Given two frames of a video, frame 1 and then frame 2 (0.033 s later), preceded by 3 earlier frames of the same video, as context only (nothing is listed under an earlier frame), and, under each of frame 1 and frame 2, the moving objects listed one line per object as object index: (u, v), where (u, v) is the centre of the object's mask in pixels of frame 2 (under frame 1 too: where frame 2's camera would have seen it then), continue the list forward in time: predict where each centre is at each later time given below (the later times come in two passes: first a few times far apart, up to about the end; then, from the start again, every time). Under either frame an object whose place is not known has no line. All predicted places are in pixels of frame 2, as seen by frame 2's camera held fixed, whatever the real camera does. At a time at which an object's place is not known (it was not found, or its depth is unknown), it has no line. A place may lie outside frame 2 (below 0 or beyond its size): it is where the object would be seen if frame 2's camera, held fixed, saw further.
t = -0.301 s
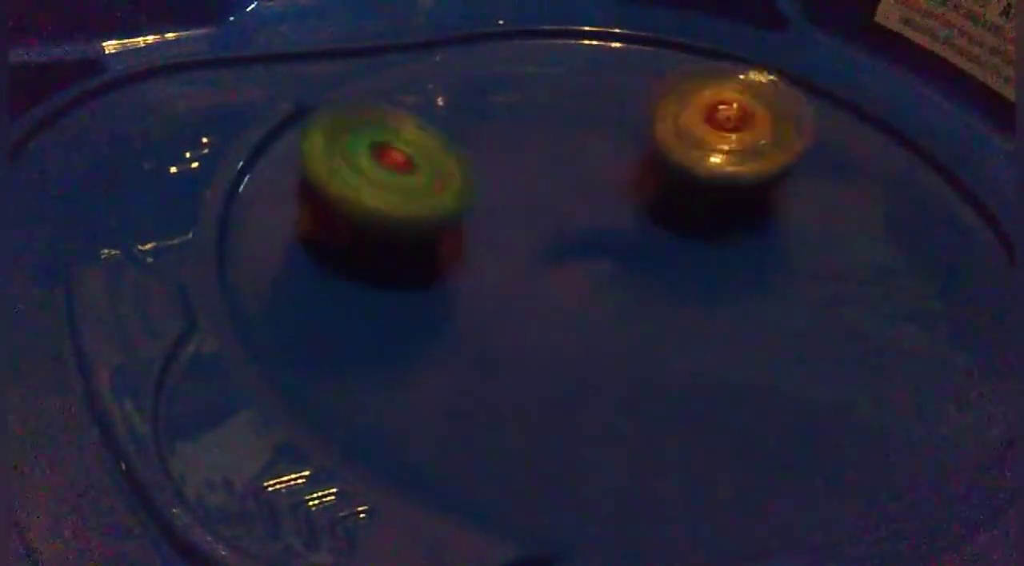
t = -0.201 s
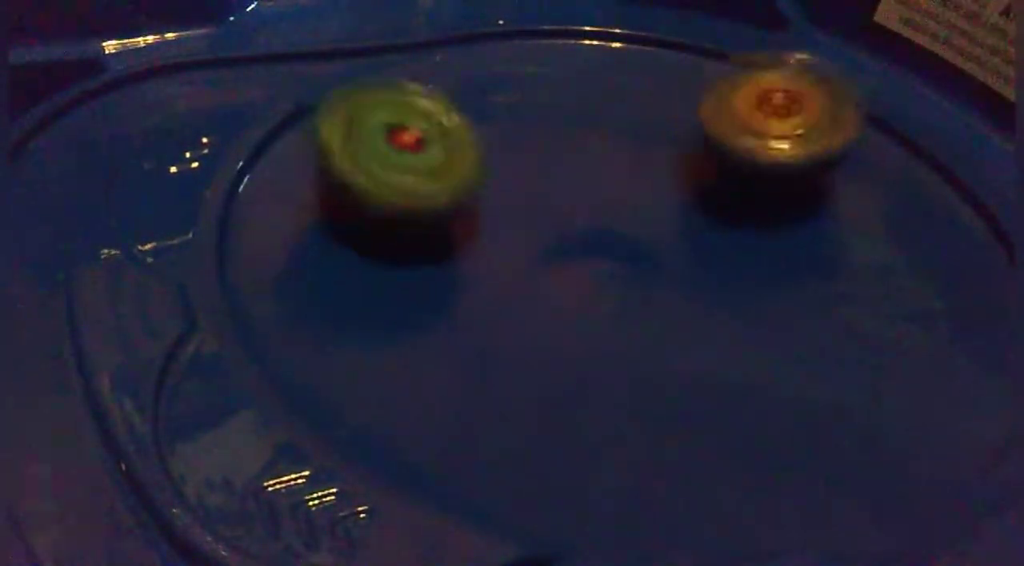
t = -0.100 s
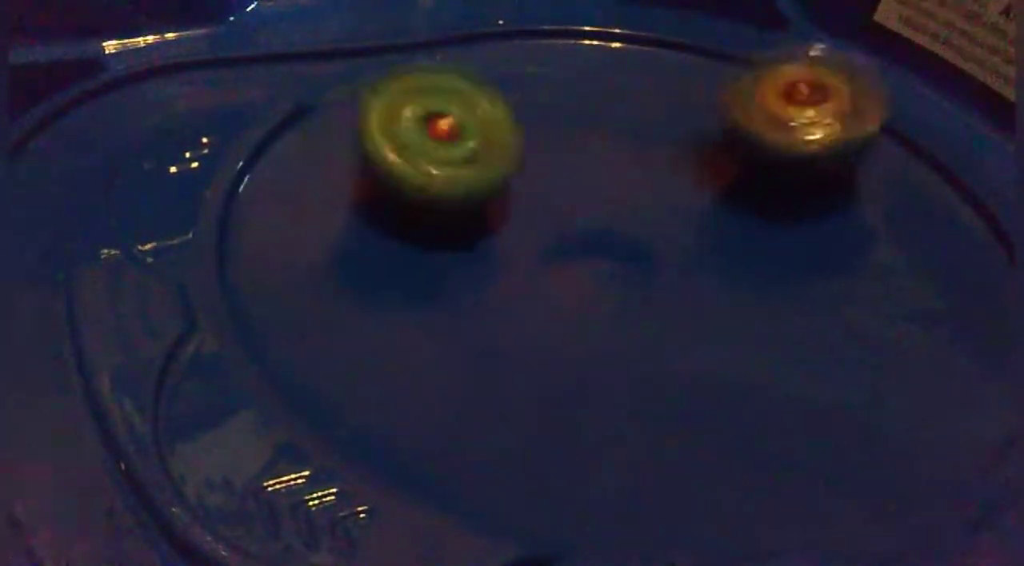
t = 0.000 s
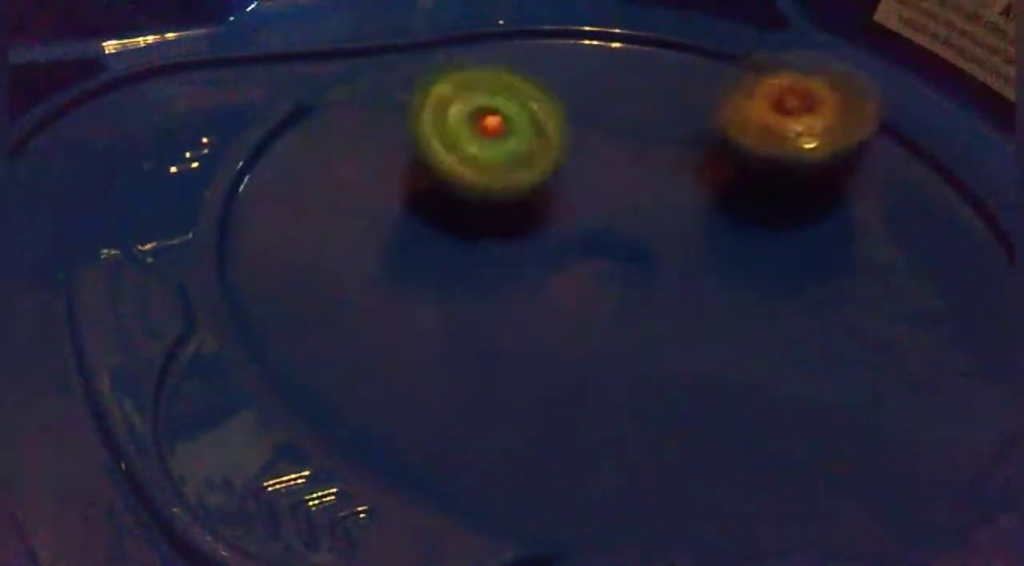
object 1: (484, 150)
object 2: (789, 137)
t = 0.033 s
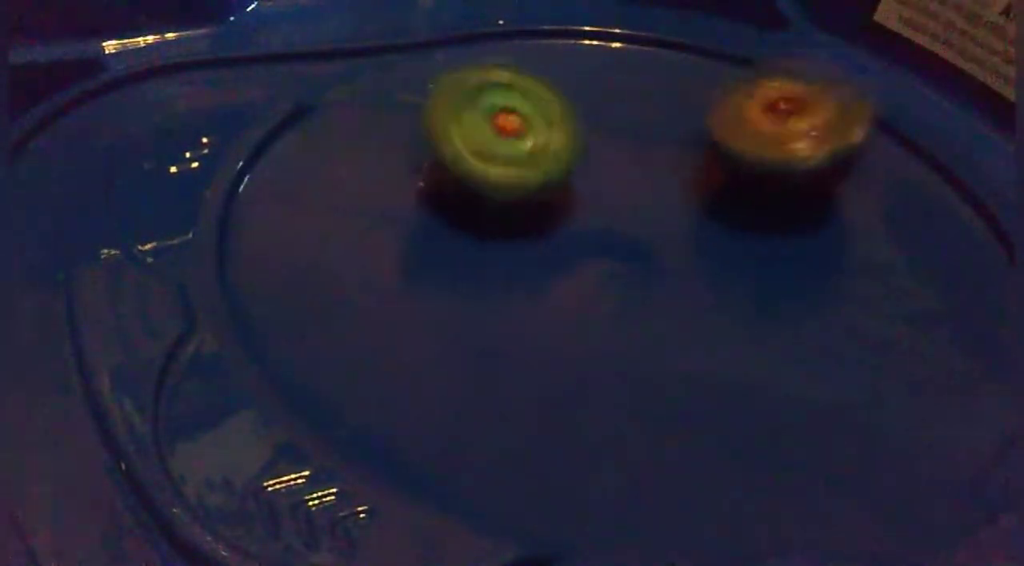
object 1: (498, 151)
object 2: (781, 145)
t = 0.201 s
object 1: (554, 155)
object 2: (756, 217)
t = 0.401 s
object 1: (593, 186)
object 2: (795, 322)
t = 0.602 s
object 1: (675, 216)
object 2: (697, 378)
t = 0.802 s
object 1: (735, 268)
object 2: (537, 356)
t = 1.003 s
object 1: (743, 276)
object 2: (442, 273)
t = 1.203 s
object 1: (671, 273)
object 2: (462, 183)
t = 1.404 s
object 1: (586, 276)
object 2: (551, 126)
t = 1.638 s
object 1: (515, 279)
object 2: (687, 149)
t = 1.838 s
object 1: (532, 267)
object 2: (768, 212)
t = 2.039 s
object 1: (543, 224)
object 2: (762, 284)
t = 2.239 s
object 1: (537, 179)
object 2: (645, 334)
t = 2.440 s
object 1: (529, 150)
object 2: (515, 295)
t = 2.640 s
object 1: (573, 151)
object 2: (435, 239)
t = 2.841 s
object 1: (630, 162)
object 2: (450, 175)
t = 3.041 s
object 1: (707, 206)
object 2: (498, 134)
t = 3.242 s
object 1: (719, 244)
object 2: (566, 123)
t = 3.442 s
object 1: (696, 287)
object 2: (624, 154)
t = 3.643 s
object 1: (660, 352)
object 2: (646, 180)
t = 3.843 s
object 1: (645, 365)
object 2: (729, 224)
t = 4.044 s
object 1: (623, 369)
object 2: (784, 219)
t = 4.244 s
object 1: (646, 341)
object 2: (755, 227)
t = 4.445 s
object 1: (670, 347)
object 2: (752, 232)
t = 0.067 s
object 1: (516, 151)
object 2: (771, 156)
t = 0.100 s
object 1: (535, 155)
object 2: (758, 165)
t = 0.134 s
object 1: (548, 155)
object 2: (746, 174)
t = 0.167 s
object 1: (560, 157)
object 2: (740, 196)
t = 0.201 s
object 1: (554, 155)
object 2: (756, 217)
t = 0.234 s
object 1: (551, 151)
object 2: (772, 240)
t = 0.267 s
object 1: (554, 156)
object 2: (787, 255)
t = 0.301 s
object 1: (560, 162)
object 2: (793, 271)
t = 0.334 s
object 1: (572, 172)
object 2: (797, 285)
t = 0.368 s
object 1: (580, 177)
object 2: (799, 296)
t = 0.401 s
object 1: (593, 186)
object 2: (795, 322)
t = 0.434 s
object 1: (603, 193)
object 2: (789, 334)
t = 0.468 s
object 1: (617, 195)
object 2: (777, 346)
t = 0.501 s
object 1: (635, 202)
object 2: (762, 359)
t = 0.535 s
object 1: (650, 208)
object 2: (744, 368)
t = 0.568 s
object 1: (666, 212)
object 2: (721, 374)
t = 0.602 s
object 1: (675, 216)
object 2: (697, 378)
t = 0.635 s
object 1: (691, 220)
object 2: (672, 382)
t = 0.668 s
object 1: (703, 228)
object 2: (643, 383)
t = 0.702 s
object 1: (718, 236)
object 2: (614, 377)
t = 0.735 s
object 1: (725, 250)
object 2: (589, 374)
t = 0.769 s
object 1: (731, 259)
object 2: (560, 365)
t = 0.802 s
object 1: (735, 268)
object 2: (537, 356)
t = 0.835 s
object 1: (736, 271)
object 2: (515, 347)
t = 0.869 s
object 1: (743, 275)
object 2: (495, 333)
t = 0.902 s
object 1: (746, 276)
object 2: (476, 318)
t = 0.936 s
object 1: (747, 276)
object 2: (461, 303)
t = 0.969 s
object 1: (746, 277)
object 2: (451, 290)
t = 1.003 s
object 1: (743, 276)
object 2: (442, 273)
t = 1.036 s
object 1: (733, 278)
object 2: (439, 257)
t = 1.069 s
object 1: (724, 274)
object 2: (436, 238)
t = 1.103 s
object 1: (711, 276)
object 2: (439, 224)
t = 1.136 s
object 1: (698, 273)
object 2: (445, 210)
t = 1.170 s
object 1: (683, 274)
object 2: (453, 200)
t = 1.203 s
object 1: (671, 273)
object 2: (462, 183)
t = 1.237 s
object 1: (655, 275)
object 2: (476, 174)
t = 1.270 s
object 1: (642, 273)
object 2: (487, 165)
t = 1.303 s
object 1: (626, 275)
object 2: (502, 151)
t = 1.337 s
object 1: (613, 274)
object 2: (516, 143)
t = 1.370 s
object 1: (597, 274)
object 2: (534, 132)
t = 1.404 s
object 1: (586, 276)
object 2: (551, 126)
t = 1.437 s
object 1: (570, 274)
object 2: (573, 123)
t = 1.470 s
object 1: (559, 278)
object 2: (593, 128)
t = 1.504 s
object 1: (549, 273)
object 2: (615, 127)
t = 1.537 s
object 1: (539, 276)
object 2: (633, 132)
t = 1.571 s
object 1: (527, 276)
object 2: (651, 138)
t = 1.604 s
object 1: (521, 277)
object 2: (668, 143)
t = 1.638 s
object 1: (515, 279)
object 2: (687, 149)
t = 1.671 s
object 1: (514, 279)
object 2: (702, 157)
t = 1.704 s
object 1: (514, 279)
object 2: (719, 164)
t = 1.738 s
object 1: (515, 278)
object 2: (734, 174)
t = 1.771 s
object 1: (520, 273)
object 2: (749, 186)
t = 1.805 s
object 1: (526, 272)
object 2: (757, 197)
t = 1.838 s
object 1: (532, 267)
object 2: (768, 212)
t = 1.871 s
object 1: (535, 261)
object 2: (774, 226)
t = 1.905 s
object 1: (538, 255)
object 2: (777, 238)
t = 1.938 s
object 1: (541, 248)
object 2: (777, 254)
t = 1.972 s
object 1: (542, 239)
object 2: (776, 266)
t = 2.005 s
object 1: (544, 233)
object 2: (772, 276)
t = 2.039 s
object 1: (543, 224)
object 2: (762, 284)
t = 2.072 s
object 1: (542, 214)
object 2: (748, 308)
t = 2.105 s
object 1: (541, 205)
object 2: (730, 318)
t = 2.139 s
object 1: (541, 198)
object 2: (713, 324)
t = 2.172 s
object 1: (540, 192)
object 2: (692, 328)
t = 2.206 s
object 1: (539, 184)
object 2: (669, 332)
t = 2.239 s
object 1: (537, 179)
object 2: (645, 334)
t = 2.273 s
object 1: (535, 171)
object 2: (621, 331)
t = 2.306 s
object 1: (531, 167)
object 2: (597, 327)
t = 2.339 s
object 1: (528, 160)
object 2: (573, 323)
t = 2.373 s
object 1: (526, 157)
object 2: (551, 314)
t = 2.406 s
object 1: (527, 155)
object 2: (532, 306)
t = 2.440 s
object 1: (529, 150)
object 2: (515, 295)
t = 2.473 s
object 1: (535, 150)
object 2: (499, 288)
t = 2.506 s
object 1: (545, 151)
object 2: (479, 282)
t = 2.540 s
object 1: (551, 150)
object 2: (466, 275)
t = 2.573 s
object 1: (556, 150)
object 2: (451, 266)
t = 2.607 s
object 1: (566, 151)
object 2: (442, 251)
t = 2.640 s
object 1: (573, 151)
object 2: (435, 239)
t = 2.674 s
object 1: (581, 154)
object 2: (432, 229)
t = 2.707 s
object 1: (588, 152)
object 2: (430, 218)
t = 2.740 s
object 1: (598, 156)
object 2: (430, 202)
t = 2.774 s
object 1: (607, 156)
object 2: (436, 195)
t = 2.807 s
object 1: (618, 160)
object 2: (442, 184)
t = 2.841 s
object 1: (630, 162)
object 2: (450, 175)
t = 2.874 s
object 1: (637, 167)
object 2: (459, 169)
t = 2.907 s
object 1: (649, 169)
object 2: (471, 160)
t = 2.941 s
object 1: (654, 173)
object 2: (485, 156)
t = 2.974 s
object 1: (680, 186)
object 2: (490, 147)
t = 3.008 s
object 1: (695, 196)
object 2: (493, 138)
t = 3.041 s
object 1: (707, 206)
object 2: (498, 134)
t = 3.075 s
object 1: (706, 211)
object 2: (506, 128)
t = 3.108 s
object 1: (711, 220)
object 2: (513, 124)
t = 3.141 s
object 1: (712, 223)
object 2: (525, 121)
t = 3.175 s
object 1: (721, 234)
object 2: (538, 120)
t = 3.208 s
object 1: (722, 238)
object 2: (552, 121)
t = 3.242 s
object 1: (719, 244)
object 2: (566, 123)
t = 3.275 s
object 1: (718, 252)
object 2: (577, 124)
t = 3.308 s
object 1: (714, 255)
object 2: (590, 131)
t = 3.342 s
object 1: (711, 262)
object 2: (602, 133)
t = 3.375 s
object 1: (704, 270)
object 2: (610, 137)
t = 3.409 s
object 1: (697, 276)
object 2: (617, 144)
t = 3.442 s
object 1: (696, 287)
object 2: (624, 154)
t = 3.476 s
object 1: (686, 293)
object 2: (629, 156)
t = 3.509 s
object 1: (678, 301)
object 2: (631, 162)
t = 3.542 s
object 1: (668, 316)
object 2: (640, 161)
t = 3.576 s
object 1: (666, 333)
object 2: (645, 167)
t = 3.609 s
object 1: (658, 346)
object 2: (646, 178)
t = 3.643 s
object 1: (660, 352)
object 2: (646, 180)
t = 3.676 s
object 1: (661, 356)
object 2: (647, 186)
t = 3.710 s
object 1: (660, 359)
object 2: (653, 194)
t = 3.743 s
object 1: (663, 359)
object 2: (662, 196)
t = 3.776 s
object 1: (663, 357)
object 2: (676, 201)
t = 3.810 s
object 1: (663, 359)
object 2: (689, 209)
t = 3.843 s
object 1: (645, 365)
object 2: (729, 224)
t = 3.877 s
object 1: (637, 374)
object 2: (754, 219)
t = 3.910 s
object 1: (640, 376)
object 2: (764, 225)
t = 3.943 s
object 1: (640, 376)
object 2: (779, 222)
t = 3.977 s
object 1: (637, 375)
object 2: (784, 221)
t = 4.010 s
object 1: (630, 374)
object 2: (784, 219)
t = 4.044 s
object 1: (623, 369)
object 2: (784, 219)
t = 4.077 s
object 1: (619, 364)
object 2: (775, 219)
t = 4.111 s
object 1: (616, 357)
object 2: (774, 216)
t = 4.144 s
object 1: (616, 349)
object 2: (770, 220)
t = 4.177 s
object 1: (621, 340)
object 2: (763, 220)
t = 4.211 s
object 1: (632, 340)
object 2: (758, 225)
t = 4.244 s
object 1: (646, 341)
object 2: (755, 227)
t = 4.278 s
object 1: (658, 345)
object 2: (752, 231)
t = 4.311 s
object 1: (668, 349)
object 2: (752, 231)
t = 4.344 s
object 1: (673, 349)
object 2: (752, 232)
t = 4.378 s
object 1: (674, 350)
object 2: (753, 231)
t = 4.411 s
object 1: (674, 349)
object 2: (752, 231)
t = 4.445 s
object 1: (670, 347)
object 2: (752, 232)
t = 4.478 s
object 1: (665, 345)
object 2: (751, 231)
